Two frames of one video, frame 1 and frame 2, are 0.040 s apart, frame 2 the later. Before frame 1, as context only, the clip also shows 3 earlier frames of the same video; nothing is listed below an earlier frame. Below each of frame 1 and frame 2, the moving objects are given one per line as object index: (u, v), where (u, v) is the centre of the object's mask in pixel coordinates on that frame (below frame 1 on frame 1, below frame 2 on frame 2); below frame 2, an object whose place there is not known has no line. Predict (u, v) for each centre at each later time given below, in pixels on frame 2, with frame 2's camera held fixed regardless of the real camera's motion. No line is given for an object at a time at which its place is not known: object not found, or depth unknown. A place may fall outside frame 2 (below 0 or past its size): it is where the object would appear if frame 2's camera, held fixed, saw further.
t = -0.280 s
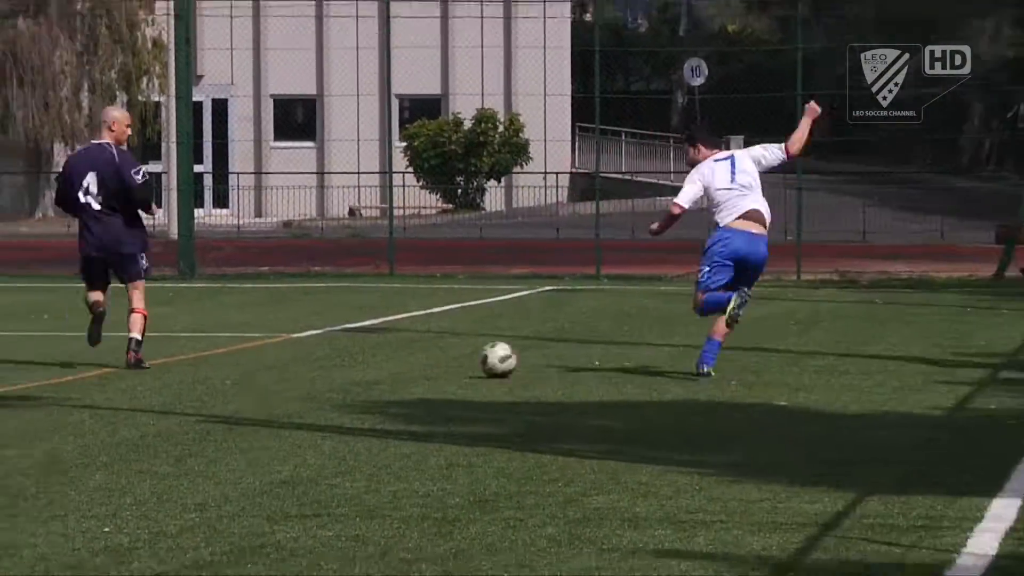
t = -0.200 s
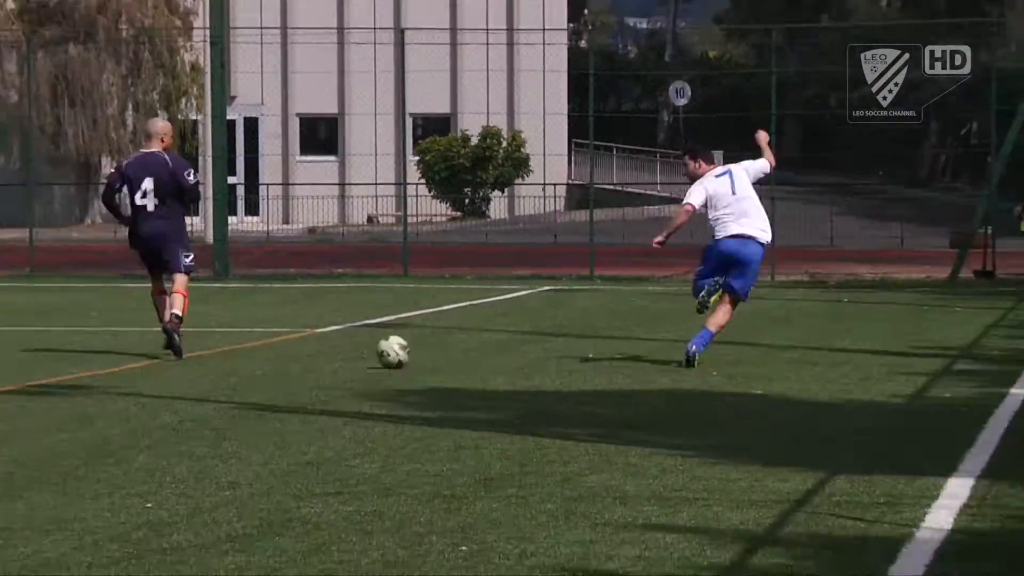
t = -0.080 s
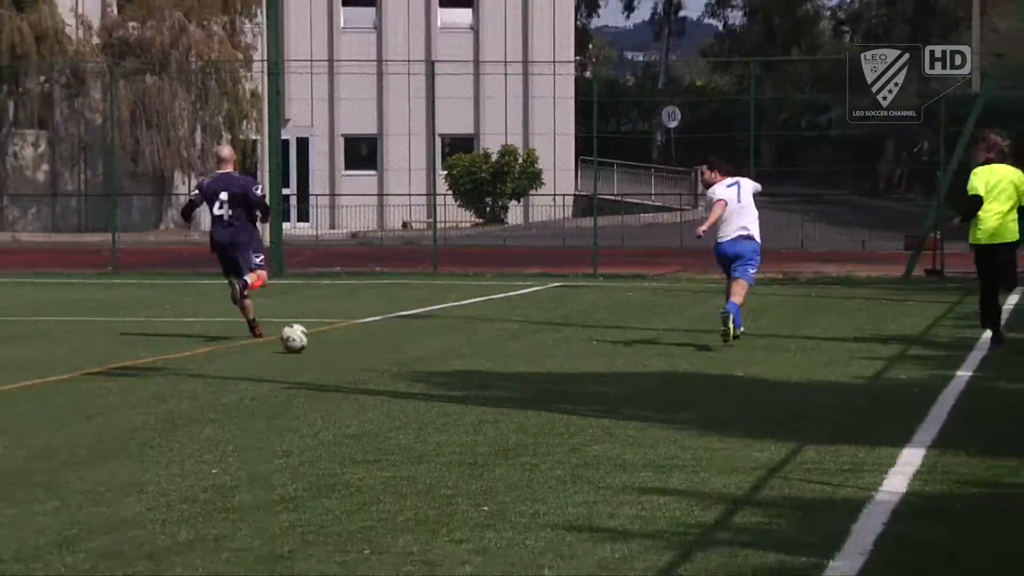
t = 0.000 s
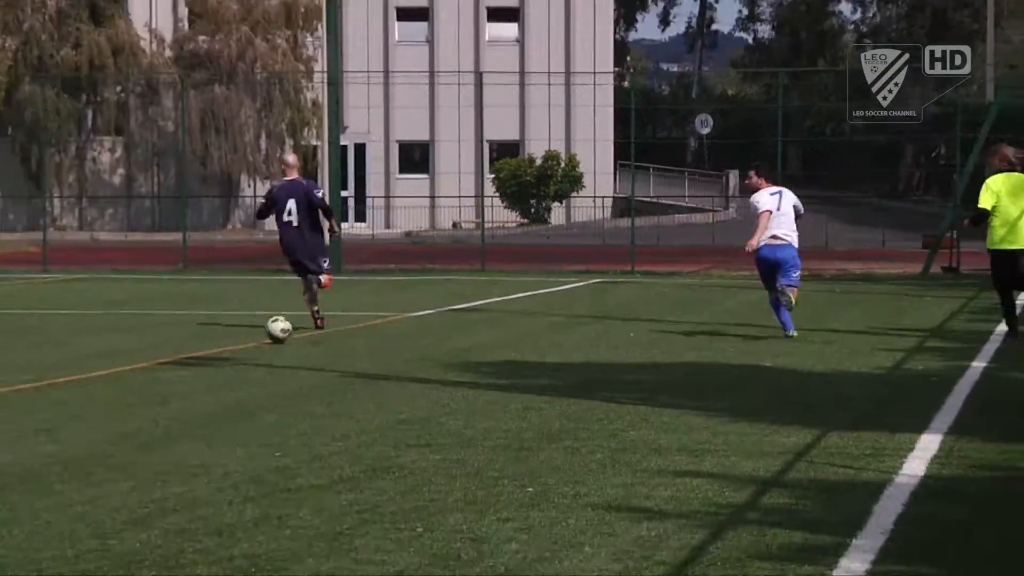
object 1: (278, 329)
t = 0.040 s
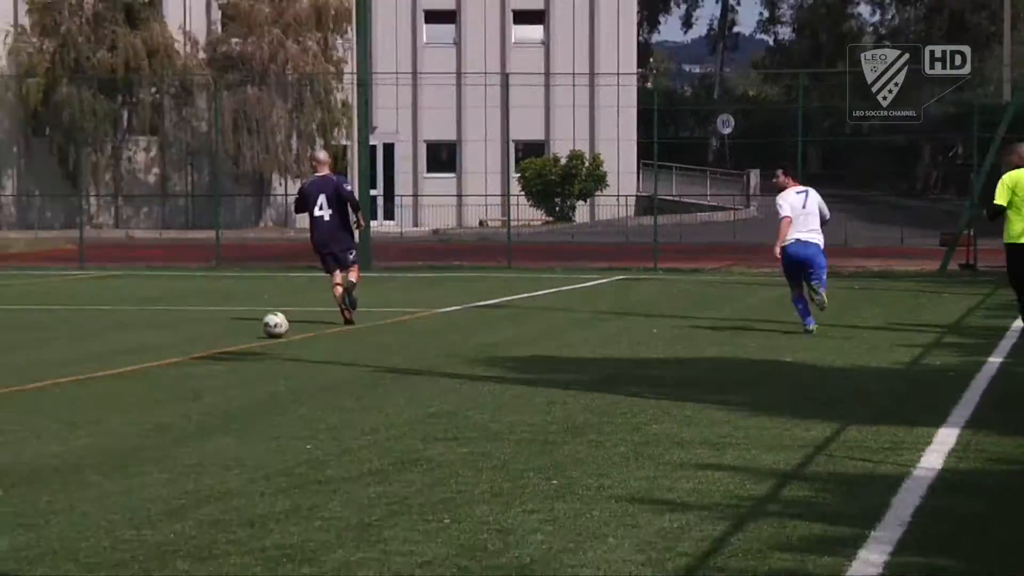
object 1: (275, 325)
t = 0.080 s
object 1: (244, 325)
